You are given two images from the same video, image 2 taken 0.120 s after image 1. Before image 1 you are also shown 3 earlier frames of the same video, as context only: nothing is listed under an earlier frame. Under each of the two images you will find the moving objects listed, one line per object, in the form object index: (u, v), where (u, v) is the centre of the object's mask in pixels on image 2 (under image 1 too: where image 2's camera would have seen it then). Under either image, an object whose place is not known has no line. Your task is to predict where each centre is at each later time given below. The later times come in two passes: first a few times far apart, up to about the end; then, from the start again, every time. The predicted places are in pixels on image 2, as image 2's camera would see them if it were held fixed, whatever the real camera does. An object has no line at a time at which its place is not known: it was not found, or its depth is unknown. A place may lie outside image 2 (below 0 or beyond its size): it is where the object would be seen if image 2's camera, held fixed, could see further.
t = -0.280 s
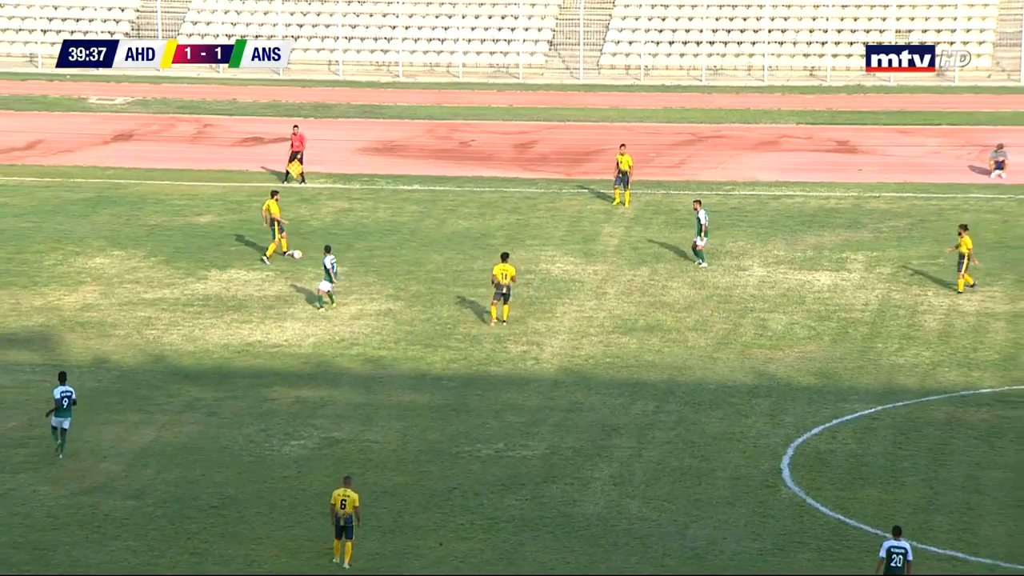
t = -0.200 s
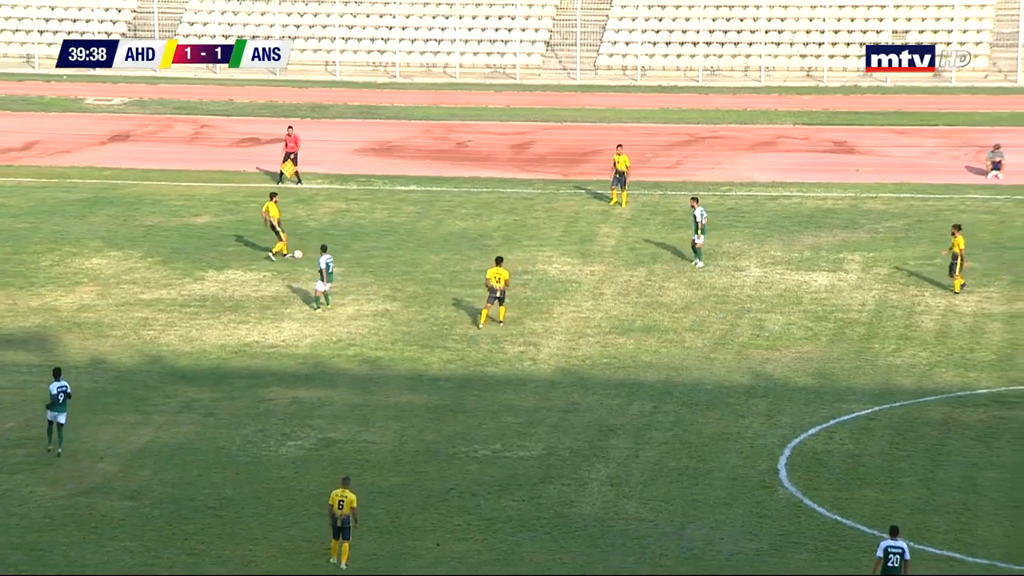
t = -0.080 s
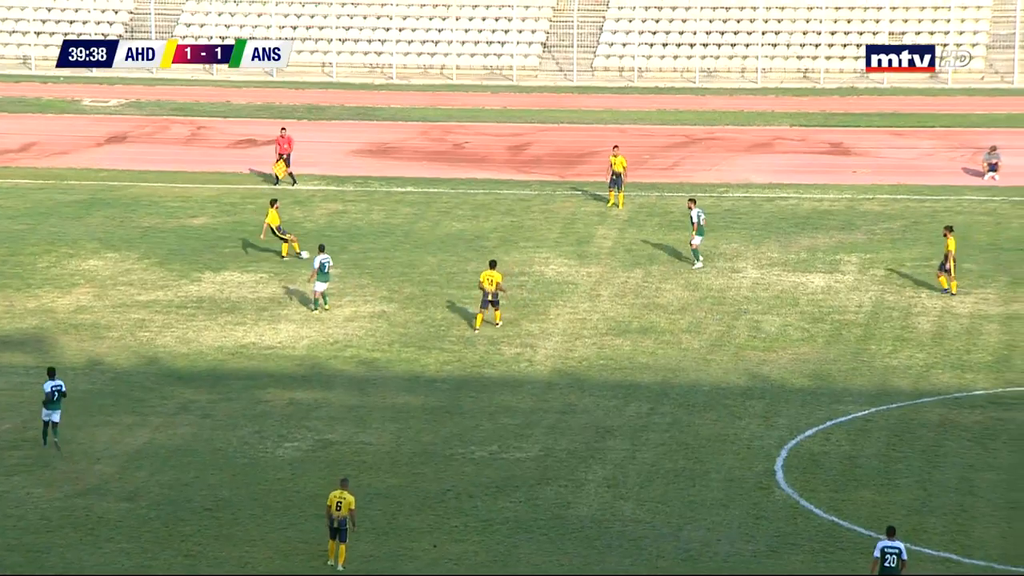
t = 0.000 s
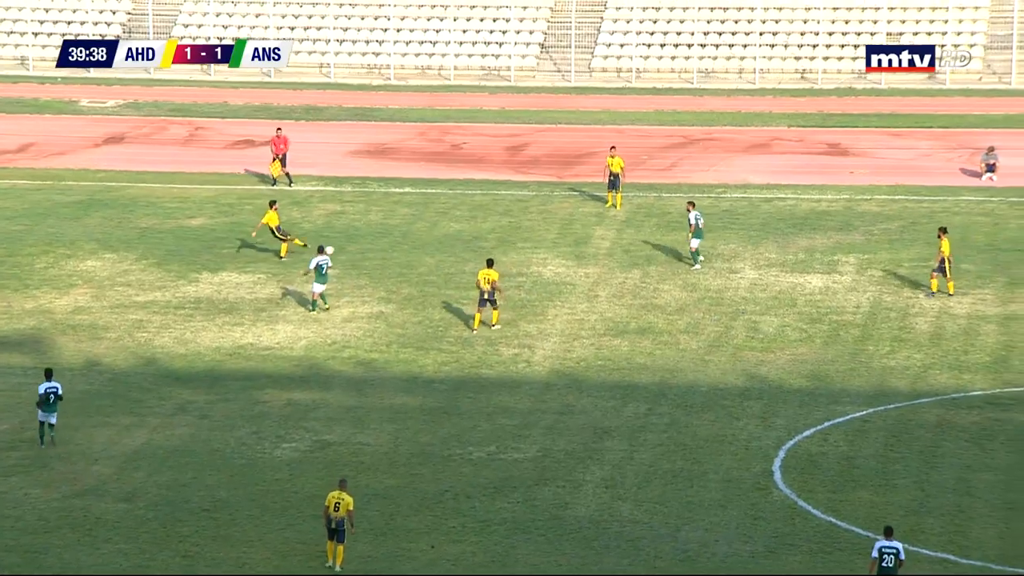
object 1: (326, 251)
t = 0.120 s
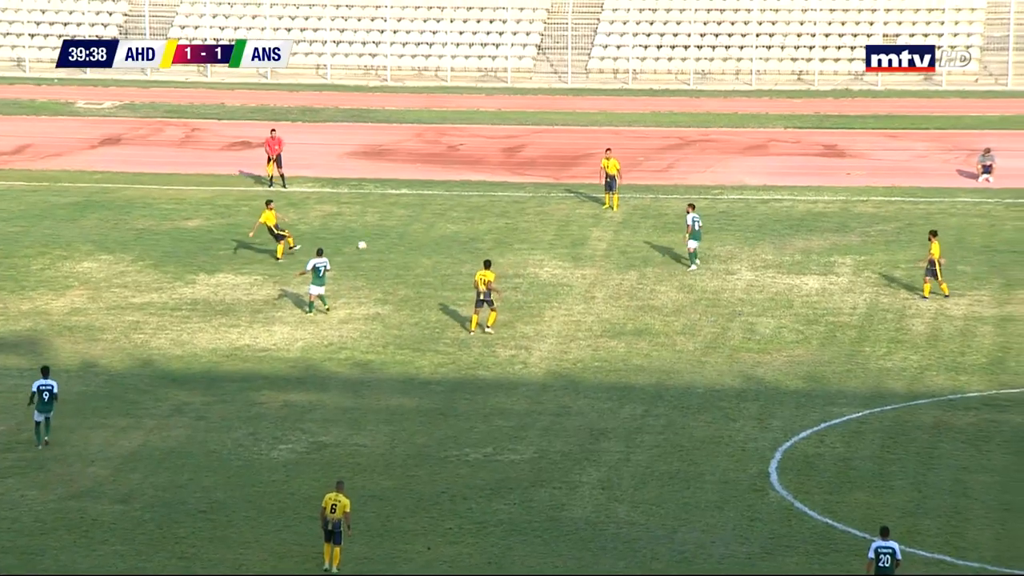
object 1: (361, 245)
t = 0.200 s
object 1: (383, 242)
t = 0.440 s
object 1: (434, 233)
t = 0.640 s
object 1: (468, 225)
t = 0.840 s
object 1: (497, 219)
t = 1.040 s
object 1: (523, 213)
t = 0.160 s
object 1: (372, 244)
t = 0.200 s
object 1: (383, 242)
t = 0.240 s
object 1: (393, 241)
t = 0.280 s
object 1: (402, 238)
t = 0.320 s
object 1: (410, 238)
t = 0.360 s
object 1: (418, 236)
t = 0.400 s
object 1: (426, 234)
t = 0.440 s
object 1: (434, 233)
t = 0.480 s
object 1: (441, 231)
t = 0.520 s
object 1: (448, 229)
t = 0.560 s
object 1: (455, 228)
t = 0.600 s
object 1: (461, 226)
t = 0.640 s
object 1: (468, 225)
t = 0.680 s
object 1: (474, 224)
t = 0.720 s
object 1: (480, 222)
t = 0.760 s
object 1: (486, 221)
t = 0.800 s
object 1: (492, 220)
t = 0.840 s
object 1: (497, 219)
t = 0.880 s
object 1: (502, 217)
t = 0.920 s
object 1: (508, 216)
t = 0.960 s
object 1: (513, 216)
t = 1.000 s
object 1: (518, 214)
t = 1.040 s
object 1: (523, 213)
